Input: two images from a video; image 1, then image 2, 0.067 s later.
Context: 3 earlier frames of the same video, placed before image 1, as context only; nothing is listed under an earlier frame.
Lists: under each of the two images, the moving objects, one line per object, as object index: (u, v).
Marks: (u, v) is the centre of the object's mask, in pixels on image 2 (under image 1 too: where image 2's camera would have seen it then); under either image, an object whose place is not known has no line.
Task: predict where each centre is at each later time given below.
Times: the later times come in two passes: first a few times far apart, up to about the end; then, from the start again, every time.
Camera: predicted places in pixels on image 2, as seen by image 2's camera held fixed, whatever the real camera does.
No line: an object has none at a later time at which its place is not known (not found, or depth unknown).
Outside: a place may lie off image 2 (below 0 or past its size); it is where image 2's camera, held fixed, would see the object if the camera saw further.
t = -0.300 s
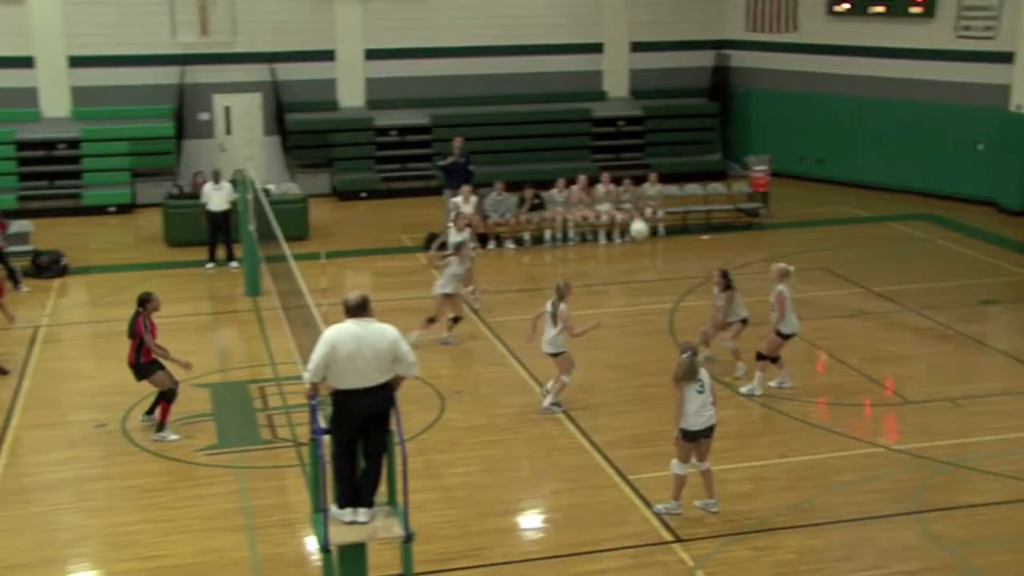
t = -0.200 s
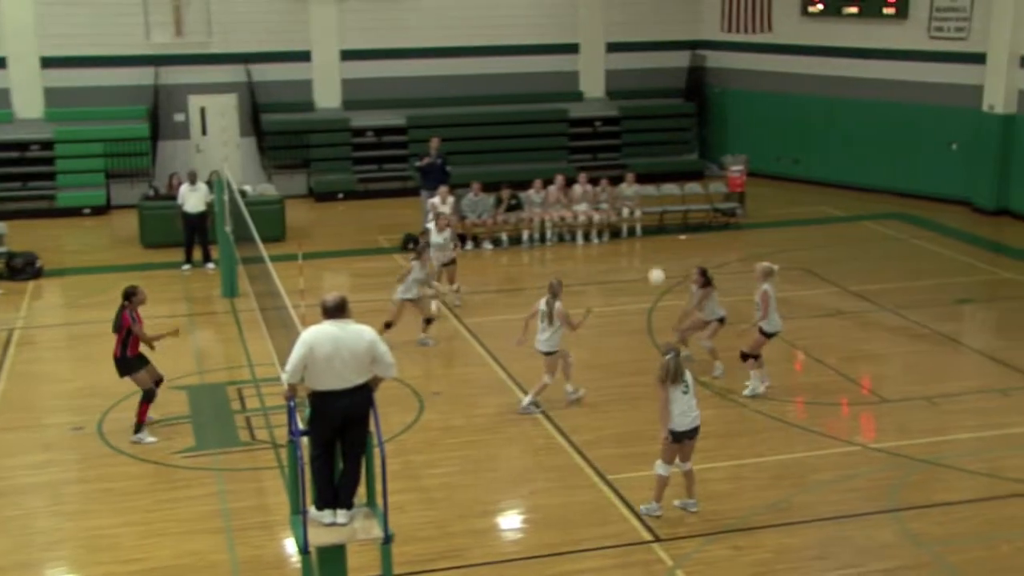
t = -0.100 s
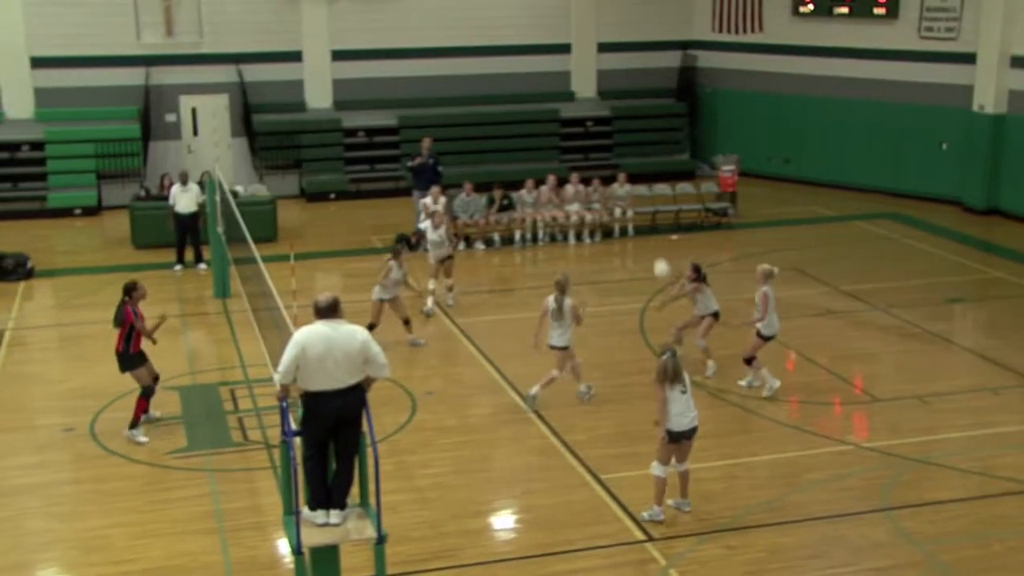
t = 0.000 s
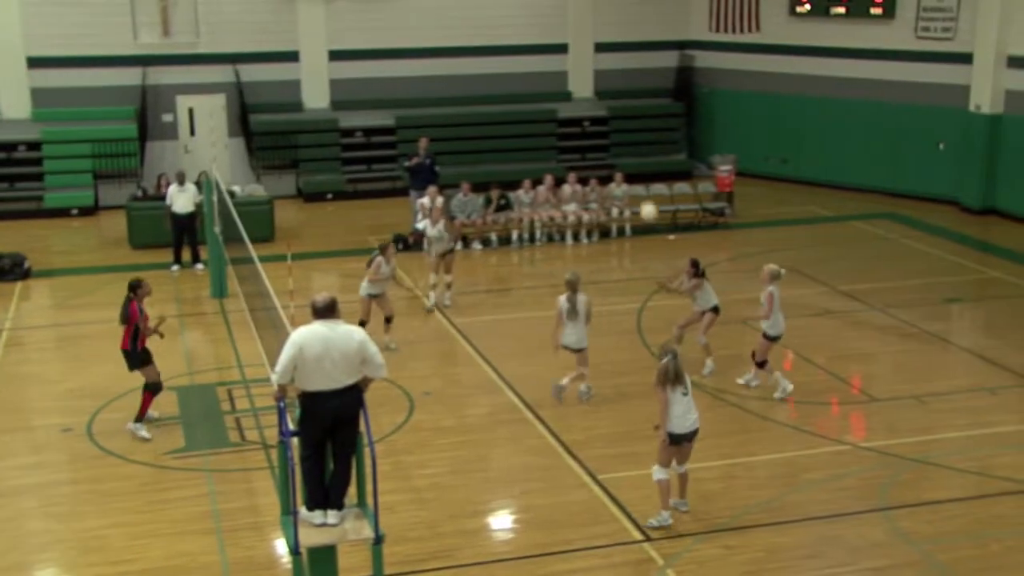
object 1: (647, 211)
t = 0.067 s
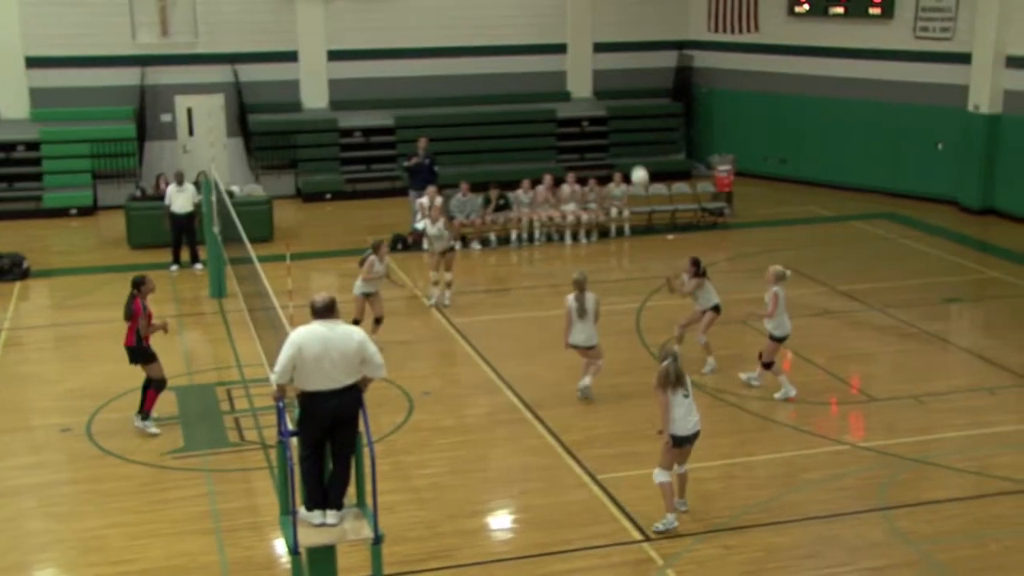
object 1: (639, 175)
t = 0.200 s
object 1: (625, 116)
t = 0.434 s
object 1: (599, 43)
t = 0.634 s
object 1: (577, 17)
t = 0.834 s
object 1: (555, 23)
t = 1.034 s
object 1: (533, 65)
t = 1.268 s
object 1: (508, 153)
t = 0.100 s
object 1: (636, 160)
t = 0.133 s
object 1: (632, 145)
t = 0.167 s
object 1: (628, 130)
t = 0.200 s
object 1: (625, 116)
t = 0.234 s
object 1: (621, 103)
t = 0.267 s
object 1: (618, 91)
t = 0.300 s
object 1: (613, 80)
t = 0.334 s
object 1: (610, 70)
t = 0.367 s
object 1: (606, 60)
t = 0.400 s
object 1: (602, 50)
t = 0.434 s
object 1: (599, 43)
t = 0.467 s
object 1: (595, 38)
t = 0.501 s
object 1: (591, 30)
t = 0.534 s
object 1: (588, 26)
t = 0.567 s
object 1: (584, 20)
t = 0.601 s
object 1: (581, 18)
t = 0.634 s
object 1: (577, 17)
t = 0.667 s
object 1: (573, 16)
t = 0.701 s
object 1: (569, 16)
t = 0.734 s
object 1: (566, 16)
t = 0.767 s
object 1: (562, 17)
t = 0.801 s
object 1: (558, 19)
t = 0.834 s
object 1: (555, 23)
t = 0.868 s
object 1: (551, 28)
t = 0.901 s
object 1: (548, 32)
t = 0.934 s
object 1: (544, 41)
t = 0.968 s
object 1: (541, 47)
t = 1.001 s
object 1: (536, 53)
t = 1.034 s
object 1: (533, 65)
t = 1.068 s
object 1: (529, 75)
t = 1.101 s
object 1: (526, 86)
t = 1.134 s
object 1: (522, 97)
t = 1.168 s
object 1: (519, 110)
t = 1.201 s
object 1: (515, 124)
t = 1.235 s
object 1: (512, 138)
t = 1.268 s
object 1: (508, 153)
